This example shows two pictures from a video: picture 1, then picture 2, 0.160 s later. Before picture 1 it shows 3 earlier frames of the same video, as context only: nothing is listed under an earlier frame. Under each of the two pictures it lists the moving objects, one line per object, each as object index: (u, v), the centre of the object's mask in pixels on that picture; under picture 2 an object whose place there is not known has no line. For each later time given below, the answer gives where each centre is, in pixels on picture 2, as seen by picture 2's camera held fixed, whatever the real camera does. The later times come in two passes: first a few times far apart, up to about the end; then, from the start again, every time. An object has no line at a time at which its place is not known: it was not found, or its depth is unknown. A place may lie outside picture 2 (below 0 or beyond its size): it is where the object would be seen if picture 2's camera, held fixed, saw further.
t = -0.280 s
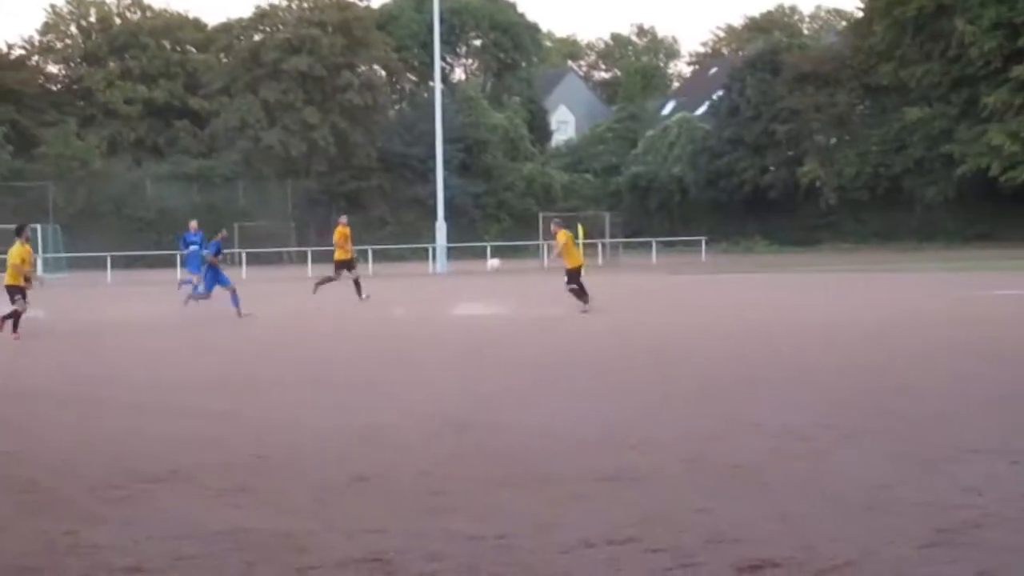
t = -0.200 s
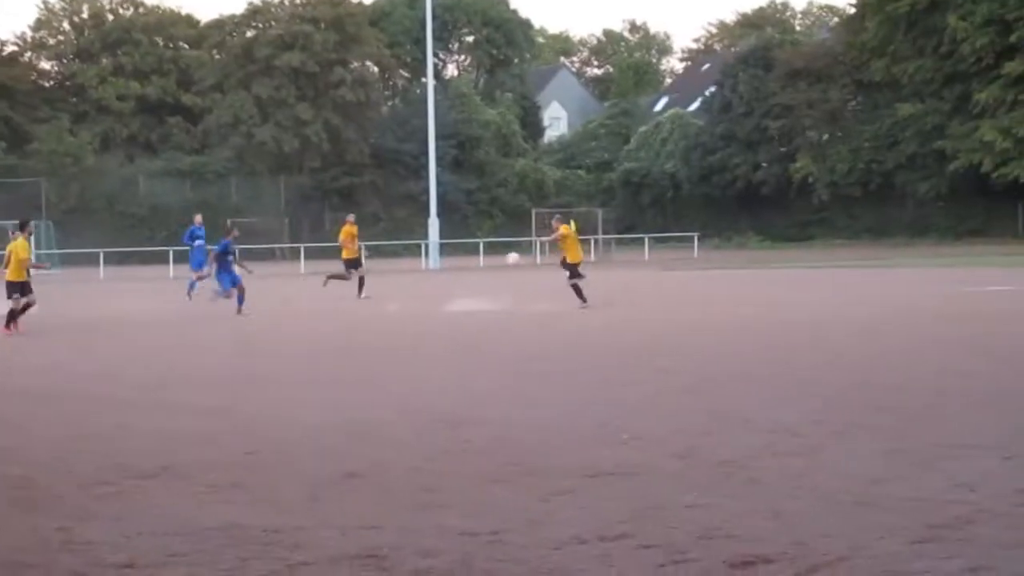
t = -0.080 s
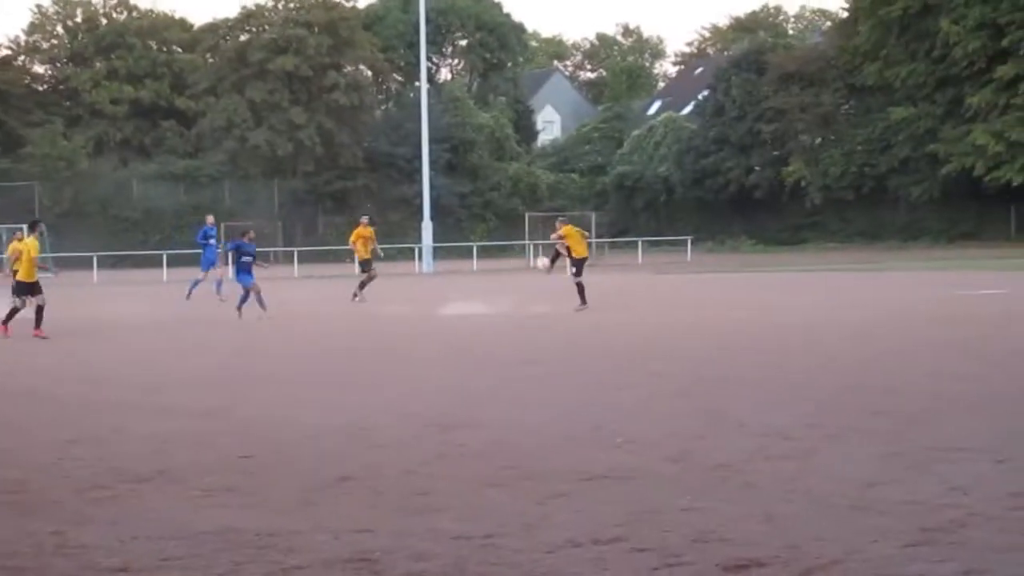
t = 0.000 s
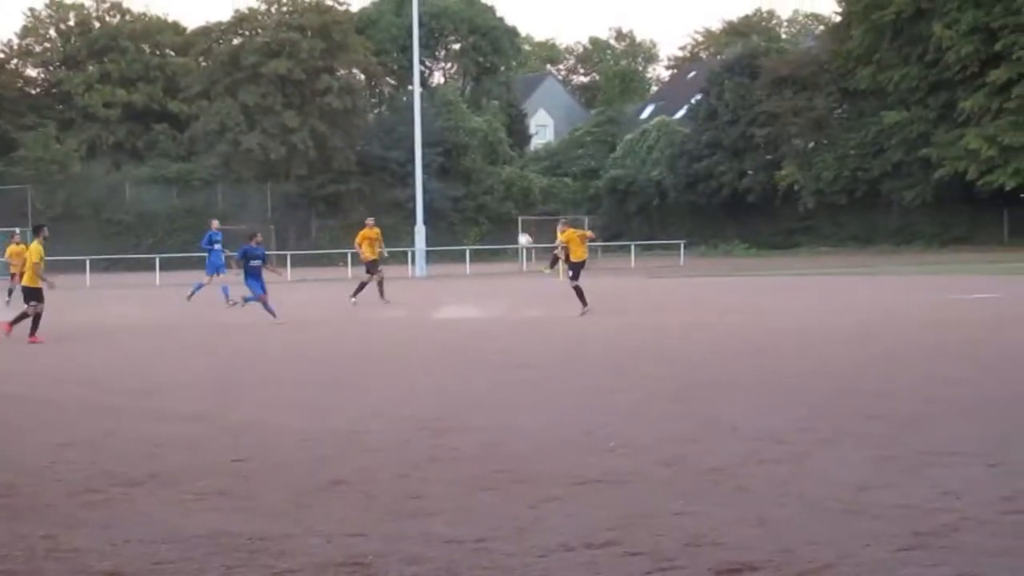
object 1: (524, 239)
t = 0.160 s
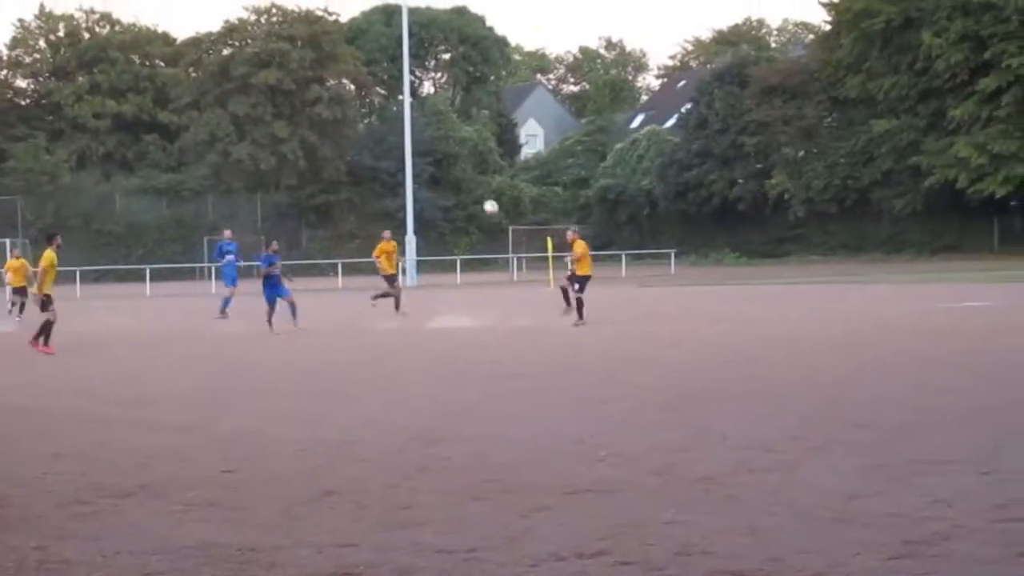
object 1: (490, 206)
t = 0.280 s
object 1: (472, 184)
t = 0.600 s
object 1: (419, 165)
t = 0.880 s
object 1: (368, 208)
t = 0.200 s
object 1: (485, 198)
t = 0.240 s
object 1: (478, 190)
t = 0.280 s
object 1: (472, 184)
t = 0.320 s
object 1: (466, 178)
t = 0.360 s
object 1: (459, 173)
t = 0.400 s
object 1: (453, 169)
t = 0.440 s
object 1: (446, 166)
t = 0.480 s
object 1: (440, 164)
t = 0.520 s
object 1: (433, 163)
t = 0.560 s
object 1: (426, 164)
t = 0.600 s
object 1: (419, 165)
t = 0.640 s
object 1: (412, 167)
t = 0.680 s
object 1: (404, 170)
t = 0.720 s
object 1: (397, 175)
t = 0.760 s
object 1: (390, 182)
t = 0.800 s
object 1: (383, 189)
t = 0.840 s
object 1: (375, 197)
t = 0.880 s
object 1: (368, 208)
